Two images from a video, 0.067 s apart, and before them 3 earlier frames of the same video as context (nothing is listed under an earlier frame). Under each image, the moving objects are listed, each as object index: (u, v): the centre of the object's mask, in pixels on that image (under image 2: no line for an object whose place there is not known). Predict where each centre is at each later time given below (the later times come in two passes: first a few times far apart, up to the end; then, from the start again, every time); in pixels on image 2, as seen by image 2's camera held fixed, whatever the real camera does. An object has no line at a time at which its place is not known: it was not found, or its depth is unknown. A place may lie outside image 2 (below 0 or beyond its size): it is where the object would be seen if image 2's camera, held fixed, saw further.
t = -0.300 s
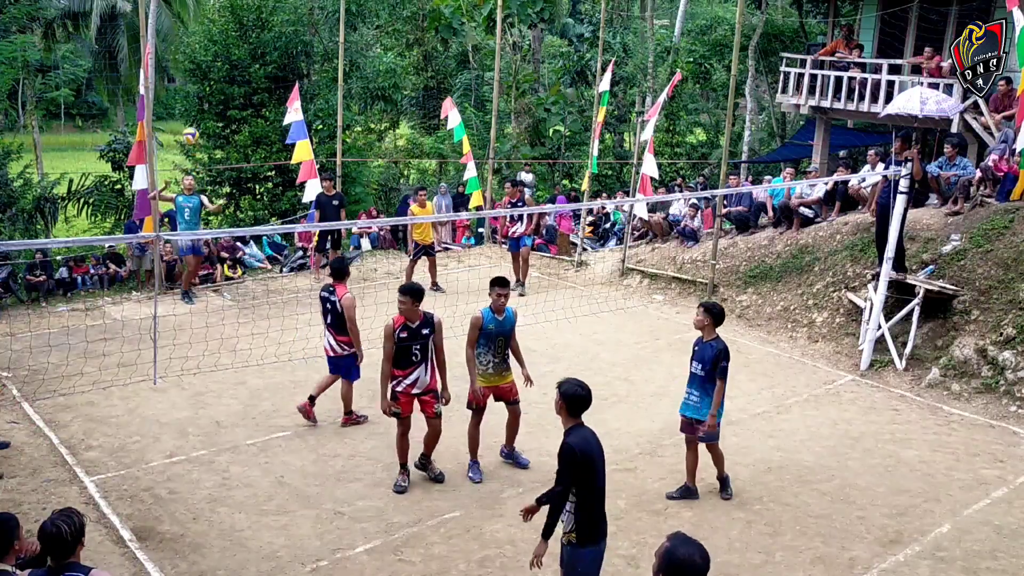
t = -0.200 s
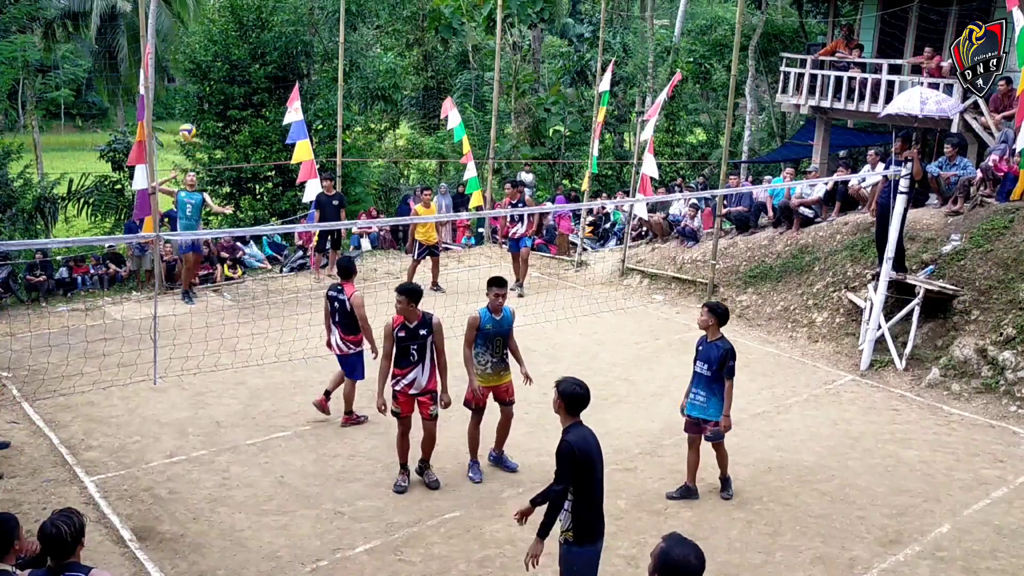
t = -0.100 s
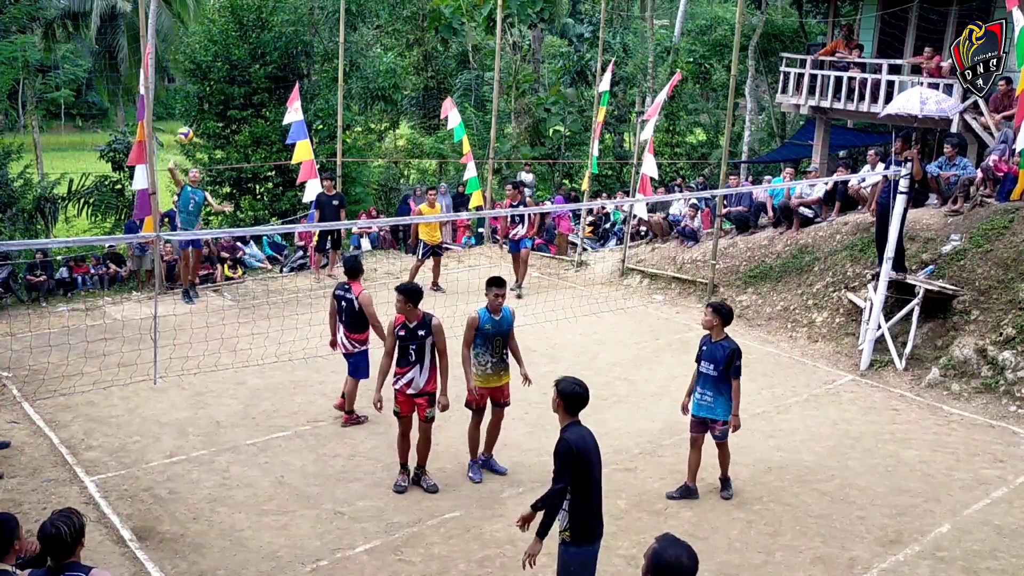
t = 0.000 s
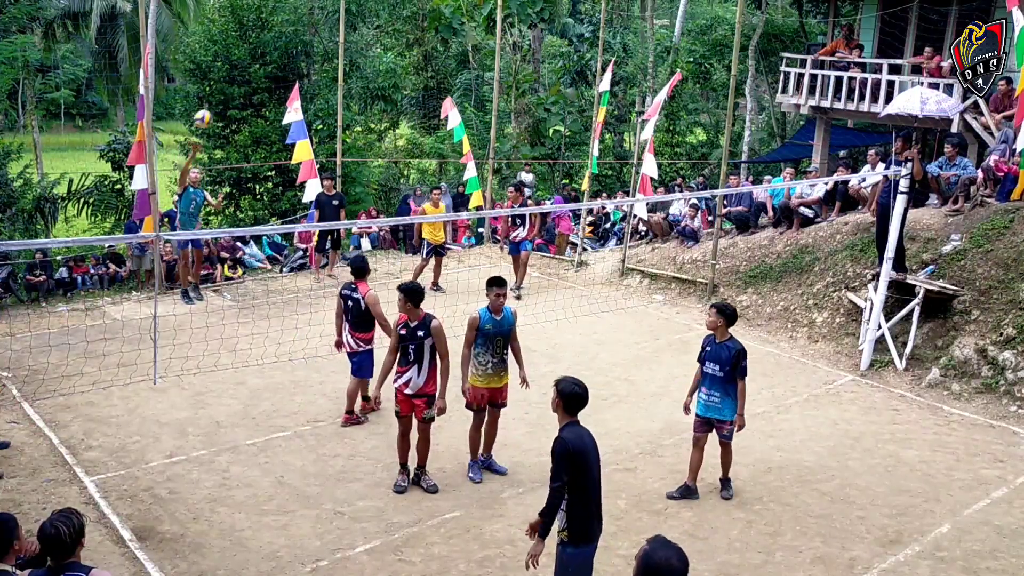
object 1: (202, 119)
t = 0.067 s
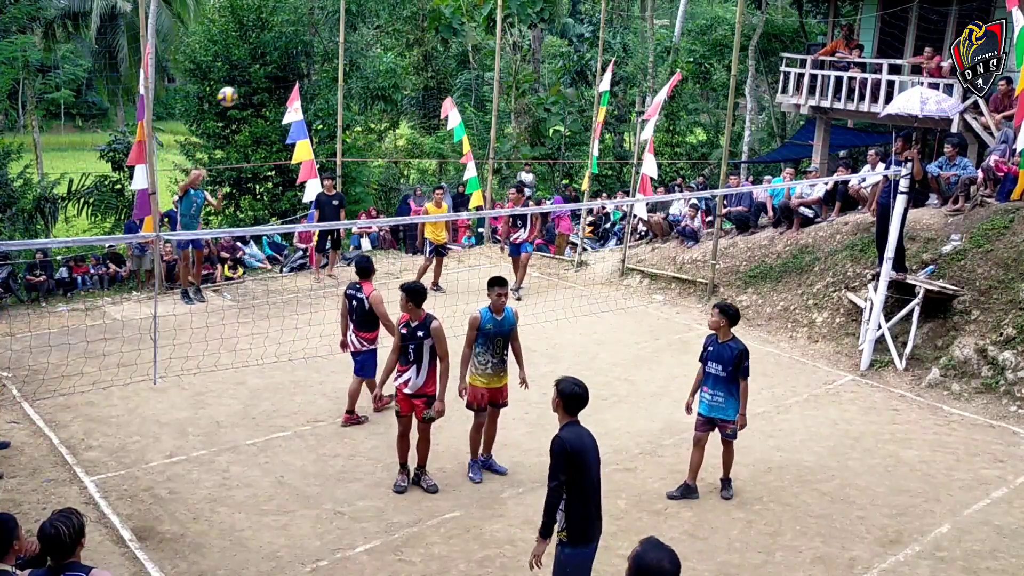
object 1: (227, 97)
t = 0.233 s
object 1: (298, 47)
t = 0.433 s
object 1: (406, 9)
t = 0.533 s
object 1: (471, 7)
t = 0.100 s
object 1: (240, 86)
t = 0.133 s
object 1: (253, 75)
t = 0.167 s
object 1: (267, 66)
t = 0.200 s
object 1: (282, 56)
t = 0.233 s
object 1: (298, 47)
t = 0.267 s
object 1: (313, 39)
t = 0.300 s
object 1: (329, 31)
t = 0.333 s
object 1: (348, 23)
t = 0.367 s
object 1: (366, 18)
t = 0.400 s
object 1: (386, 12)
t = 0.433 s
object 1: (406, 9)
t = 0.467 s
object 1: (427, 8)
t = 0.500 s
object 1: (448, 7)
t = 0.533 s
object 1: (471, 7)
